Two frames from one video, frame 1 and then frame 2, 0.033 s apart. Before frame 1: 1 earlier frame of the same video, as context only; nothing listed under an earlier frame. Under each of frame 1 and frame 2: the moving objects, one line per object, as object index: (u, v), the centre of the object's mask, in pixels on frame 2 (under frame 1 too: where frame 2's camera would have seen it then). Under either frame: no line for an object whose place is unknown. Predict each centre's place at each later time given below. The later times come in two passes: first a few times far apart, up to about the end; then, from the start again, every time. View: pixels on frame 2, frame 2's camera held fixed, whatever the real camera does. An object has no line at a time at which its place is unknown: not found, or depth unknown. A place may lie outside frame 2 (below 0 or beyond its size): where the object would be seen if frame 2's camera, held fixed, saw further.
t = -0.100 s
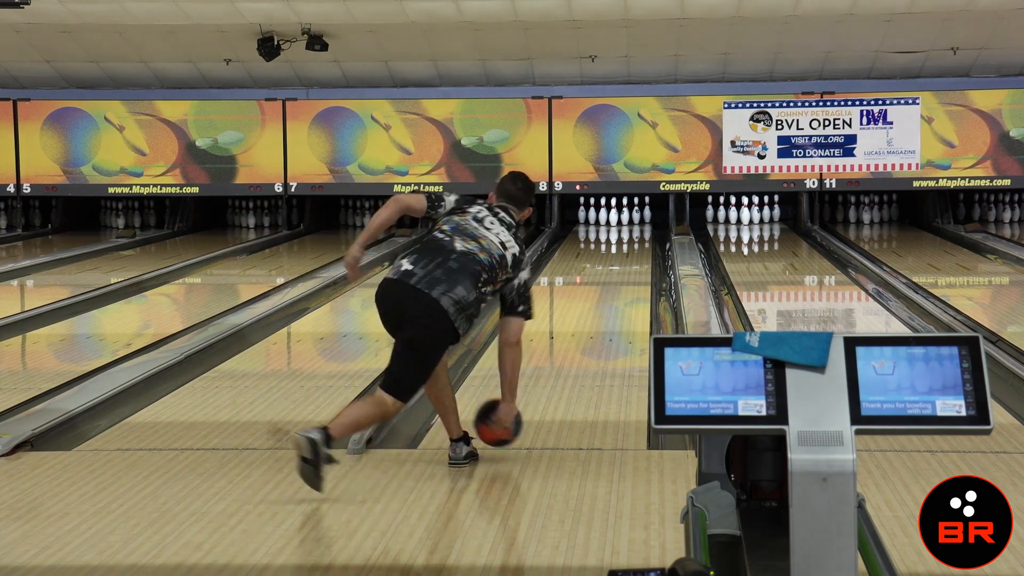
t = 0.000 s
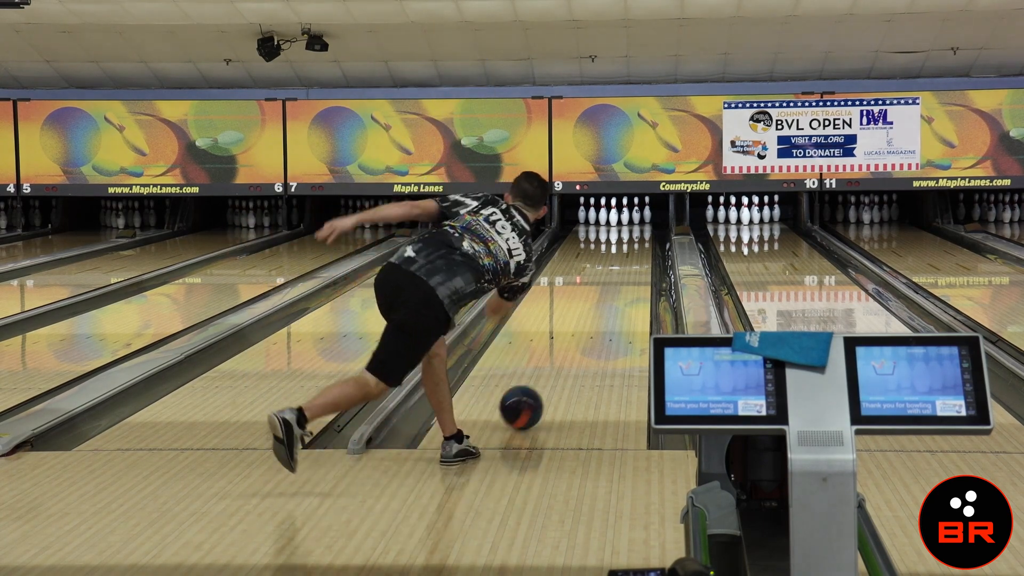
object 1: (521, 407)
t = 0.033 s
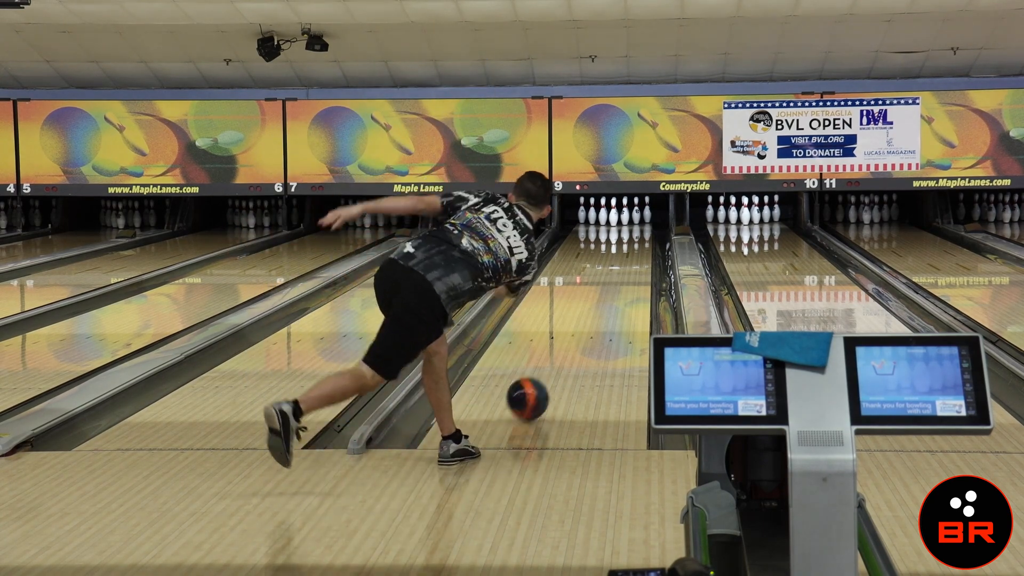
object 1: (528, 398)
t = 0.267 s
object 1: (563, 351)
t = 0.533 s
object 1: (591, 314)
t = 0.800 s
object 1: (610, 286)
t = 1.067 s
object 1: (623, 266)
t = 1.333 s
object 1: (631, 249)
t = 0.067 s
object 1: (533, 391)
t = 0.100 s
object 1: (539, 384)
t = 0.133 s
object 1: (545, 377)
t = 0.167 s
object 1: (550, 370)
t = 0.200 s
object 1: (554, 363)
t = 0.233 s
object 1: (559, 357)
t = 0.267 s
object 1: (563, 351)
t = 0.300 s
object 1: (567, 346)
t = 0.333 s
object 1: (571, 341)
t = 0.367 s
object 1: (575, 336)
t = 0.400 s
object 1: (578, 331)
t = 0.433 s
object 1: (582, 326)
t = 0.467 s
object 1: (585, 322)
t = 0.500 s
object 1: (588, 318)
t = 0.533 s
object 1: (591, 314)
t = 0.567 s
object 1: (593, 310)
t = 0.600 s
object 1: (596, 306)
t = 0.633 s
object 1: (599, 303)
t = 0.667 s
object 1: (601, 299)
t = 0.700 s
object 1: (603, 296)
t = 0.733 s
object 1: (606, 292)
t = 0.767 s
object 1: (608, 289)
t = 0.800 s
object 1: (610, 286)
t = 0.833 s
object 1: (612, 283)
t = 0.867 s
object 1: (614, 281)
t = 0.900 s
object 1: (615, 278)
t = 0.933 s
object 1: (617, 275)
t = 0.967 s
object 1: (618, 273)
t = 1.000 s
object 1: (620, 270)
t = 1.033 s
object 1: (621, 268)
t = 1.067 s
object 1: (623, 266)
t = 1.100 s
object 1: (624, 263)
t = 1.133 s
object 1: (625, 261)
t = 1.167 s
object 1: (627, 259)
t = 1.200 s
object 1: (628, 257)
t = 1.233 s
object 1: (629, 255)
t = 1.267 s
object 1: (629, 253)
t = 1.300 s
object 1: (631, 251)
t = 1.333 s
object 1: (631, 249)
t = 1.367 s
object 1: (632, 248)
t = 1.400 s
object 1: (632, 246)
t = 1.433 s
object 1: (633, 244)
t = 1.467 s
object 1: (633, 242)
